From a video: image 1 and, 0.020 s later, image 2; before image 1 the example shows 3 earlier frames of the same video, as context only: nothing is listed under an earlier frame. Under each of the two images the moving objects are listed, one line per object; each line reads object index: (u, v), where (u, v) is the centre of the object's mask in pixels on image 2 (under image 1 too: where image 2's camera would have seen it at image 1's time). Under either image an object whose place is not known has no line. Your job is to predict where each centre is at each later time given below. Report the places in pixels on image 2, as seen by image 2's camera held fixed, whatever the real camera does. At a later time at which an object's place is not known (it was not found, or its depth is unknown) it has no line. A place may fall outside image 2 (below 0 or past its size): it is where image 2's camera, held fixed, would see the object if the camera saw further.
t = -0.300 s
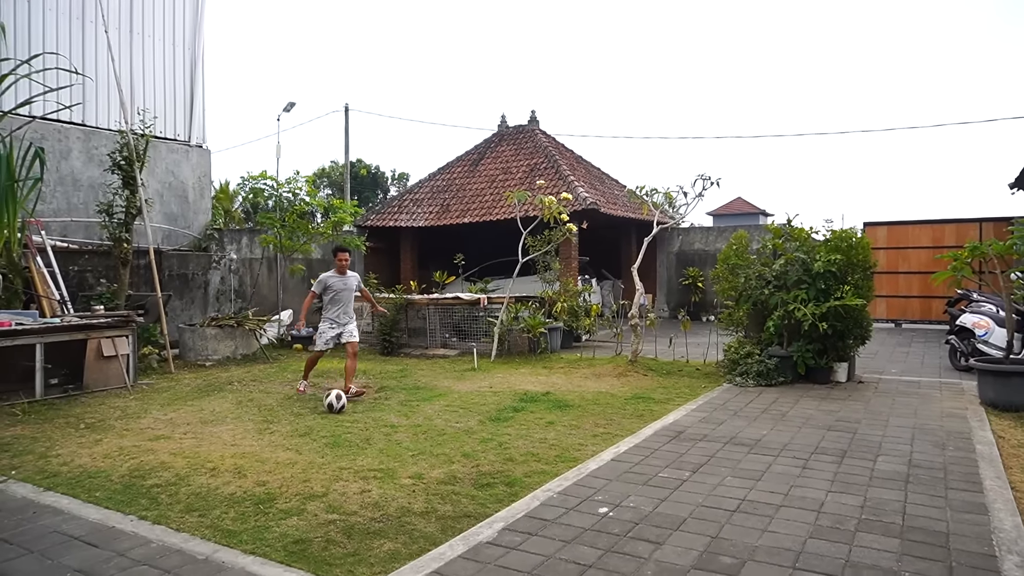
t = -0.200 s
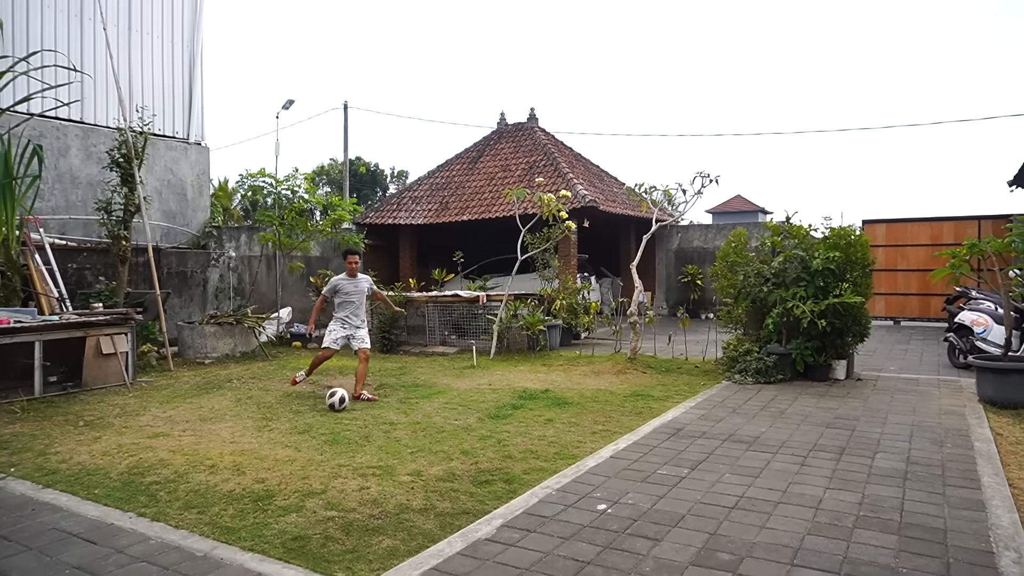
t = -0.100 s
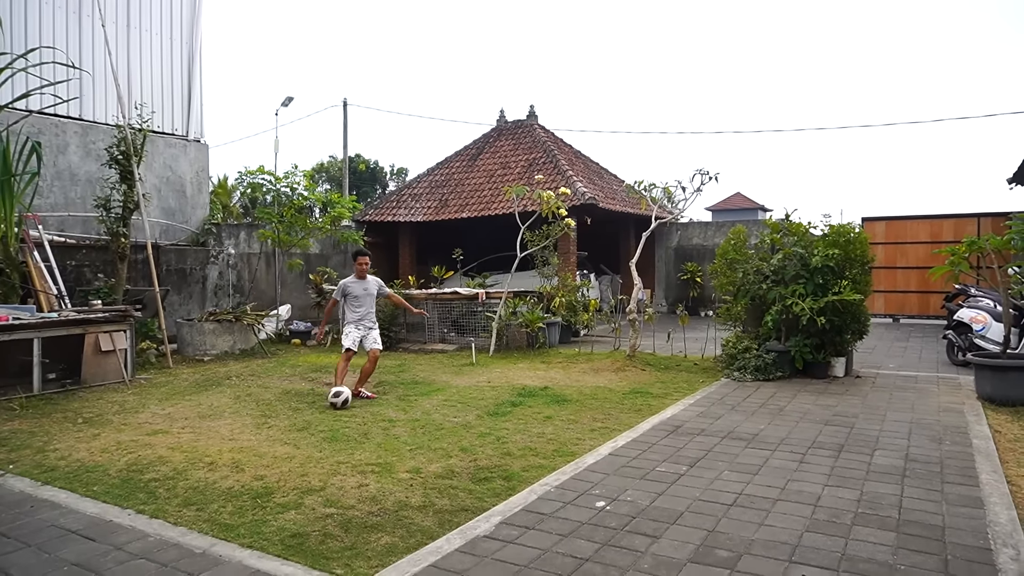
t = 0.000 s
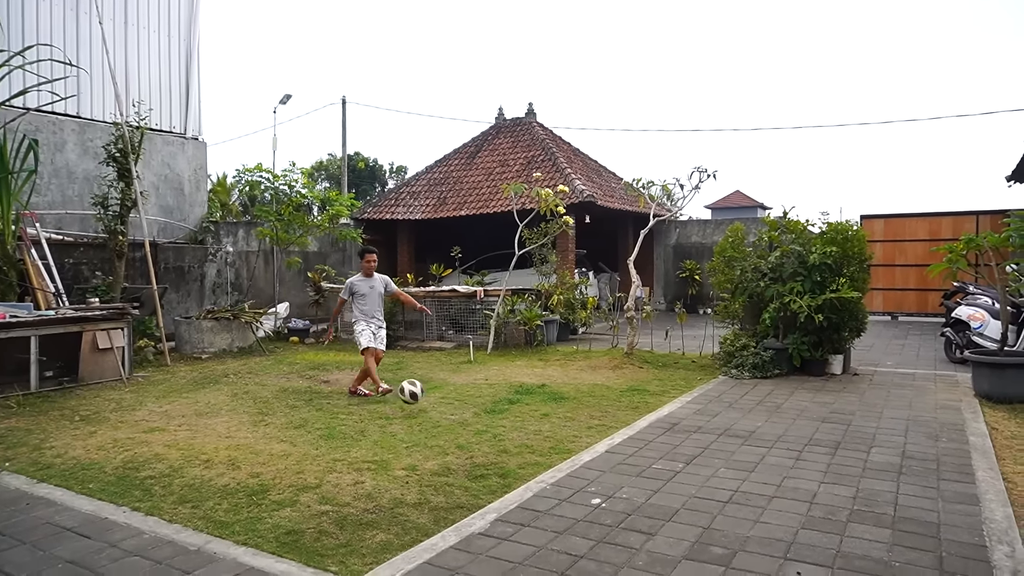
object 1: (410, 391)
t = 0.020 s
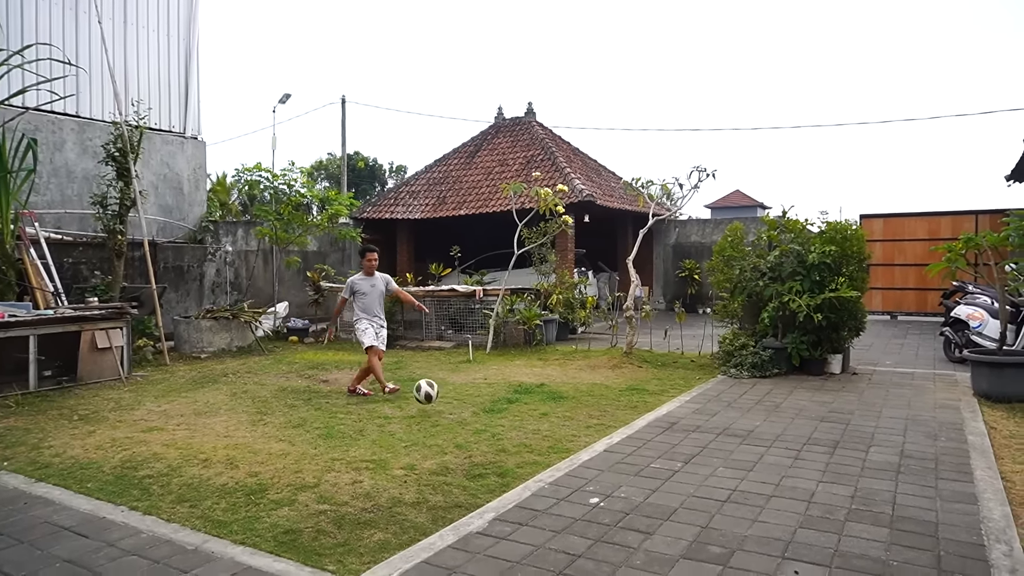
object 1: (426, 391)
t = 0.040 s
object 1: (443, 393)
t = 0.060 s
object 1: (460, 394)
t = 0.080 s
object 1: (478, 397)
